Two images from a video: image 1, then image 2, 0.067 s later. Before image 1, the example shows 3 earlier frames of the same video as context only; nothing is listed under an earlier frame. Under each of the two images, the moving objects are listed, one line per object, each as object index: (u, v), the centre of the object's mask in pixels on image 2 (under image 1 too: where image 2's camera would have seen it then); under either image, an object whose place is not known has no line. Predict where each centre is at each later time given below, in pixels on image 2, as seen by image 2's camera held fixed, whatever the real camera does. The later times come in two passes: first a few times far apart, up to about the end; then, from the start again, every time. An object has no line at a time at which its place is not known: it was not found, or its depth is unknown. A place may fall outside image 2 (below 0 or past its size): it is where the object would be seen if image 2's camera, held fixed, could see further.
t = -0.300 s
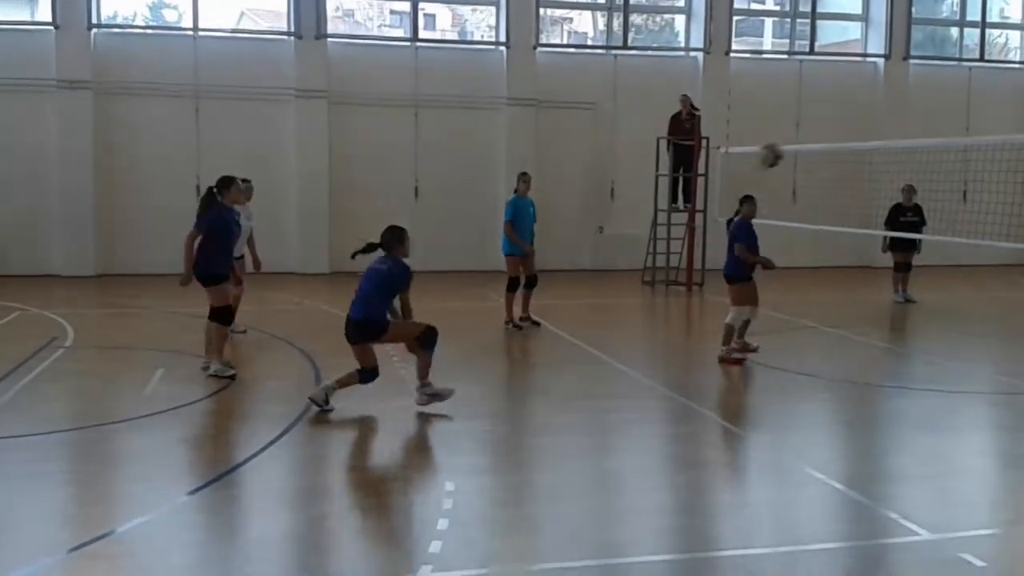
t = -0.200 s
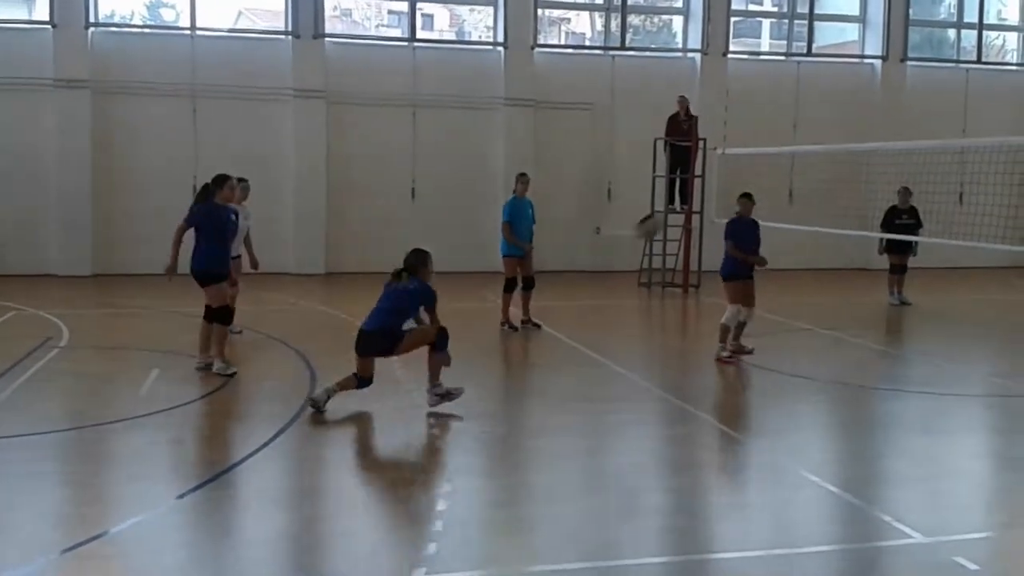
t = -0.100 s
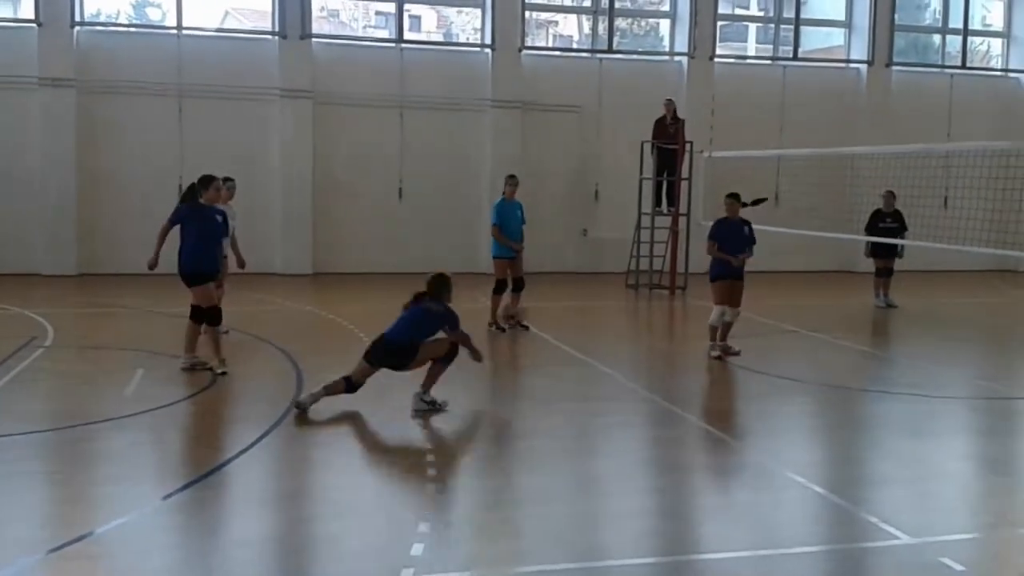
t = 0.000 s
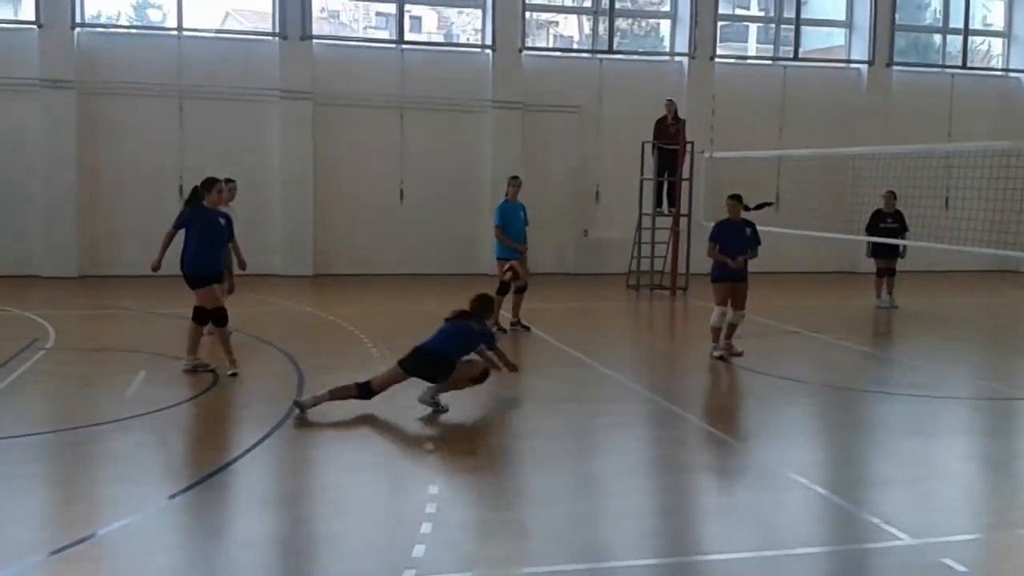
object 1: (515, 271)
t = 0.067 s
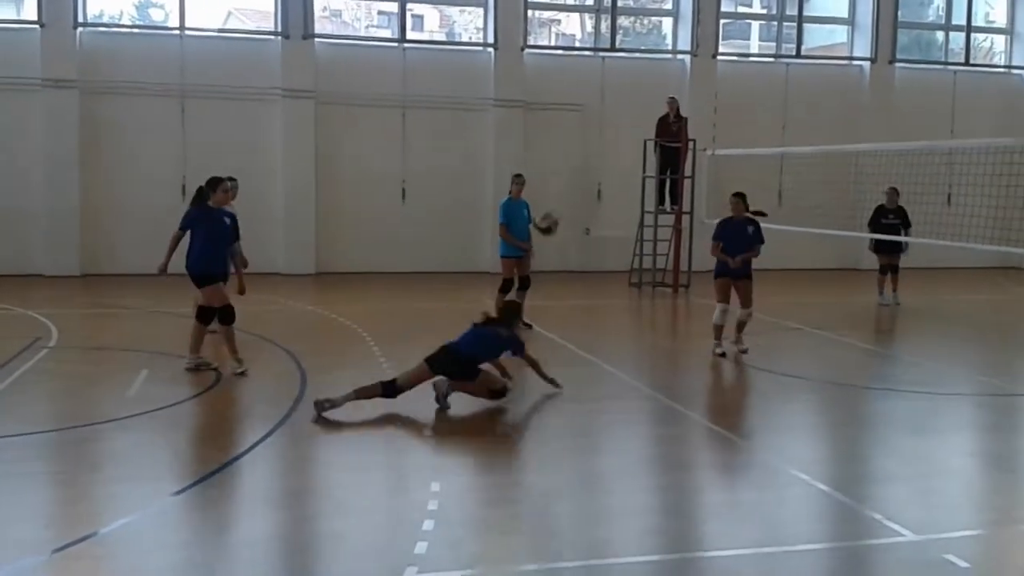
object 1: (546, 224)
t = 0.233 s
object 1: (609, 125)
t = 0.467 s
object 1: (694, 43)
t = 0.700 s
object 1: (771, 28)
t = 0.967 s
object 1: (852, 90)
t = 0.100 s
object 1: (558, 201)
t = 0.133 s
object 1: (570, 179)
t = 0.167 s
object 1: (584, 160)
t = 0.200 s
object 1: (597, 141)
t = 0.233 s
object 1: (609, 125)
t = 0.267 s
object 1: (622, 109)
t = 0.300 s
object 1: (634, 94)
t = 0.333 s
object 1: (646, 82)
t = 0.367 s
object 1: (658, 70)
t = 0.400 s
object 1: (670, 59)
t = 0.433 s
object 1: (681, 50)
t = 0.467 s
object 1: (694, 43)
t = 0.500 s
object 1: (704, 37)
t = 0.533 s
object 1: (717, 32)
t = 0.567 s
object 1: (727, 28)
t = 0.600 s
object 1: (737, 27)
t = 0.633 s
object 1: (749, 26)
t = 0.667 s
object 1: (760, 26)
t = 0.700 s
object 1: (771, 28)
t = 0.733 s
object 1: (782, 30)
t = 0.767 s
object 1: (791, 35)
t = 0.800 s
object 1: (801, 41)
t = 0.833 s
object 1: (812, 48)
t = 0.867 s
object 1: (822, 57)
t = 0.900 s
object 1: (832, 67)
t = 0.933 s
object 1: (842, 78)
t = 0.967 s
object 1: (852, 90)
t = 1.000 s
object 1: (862, 103)
